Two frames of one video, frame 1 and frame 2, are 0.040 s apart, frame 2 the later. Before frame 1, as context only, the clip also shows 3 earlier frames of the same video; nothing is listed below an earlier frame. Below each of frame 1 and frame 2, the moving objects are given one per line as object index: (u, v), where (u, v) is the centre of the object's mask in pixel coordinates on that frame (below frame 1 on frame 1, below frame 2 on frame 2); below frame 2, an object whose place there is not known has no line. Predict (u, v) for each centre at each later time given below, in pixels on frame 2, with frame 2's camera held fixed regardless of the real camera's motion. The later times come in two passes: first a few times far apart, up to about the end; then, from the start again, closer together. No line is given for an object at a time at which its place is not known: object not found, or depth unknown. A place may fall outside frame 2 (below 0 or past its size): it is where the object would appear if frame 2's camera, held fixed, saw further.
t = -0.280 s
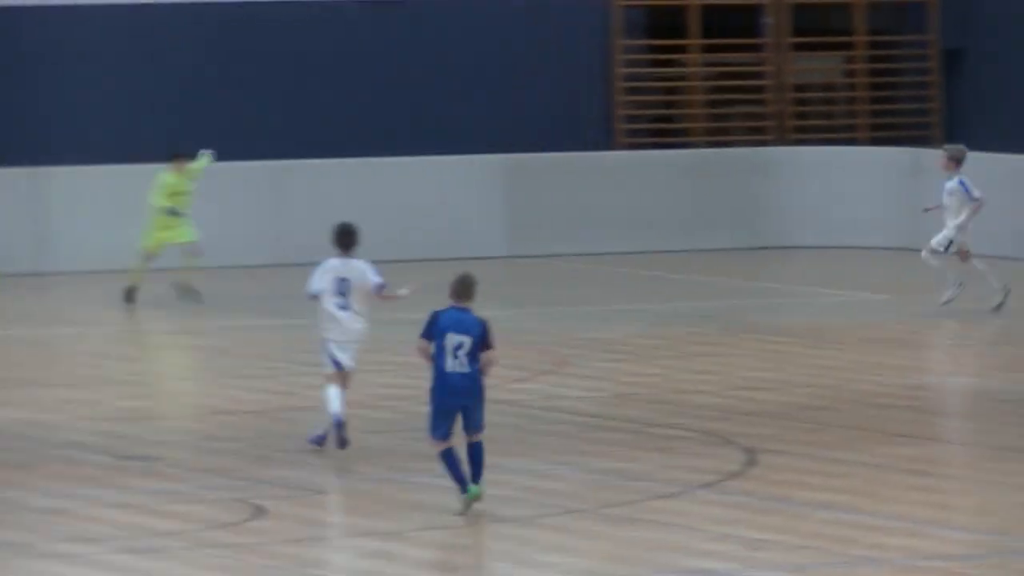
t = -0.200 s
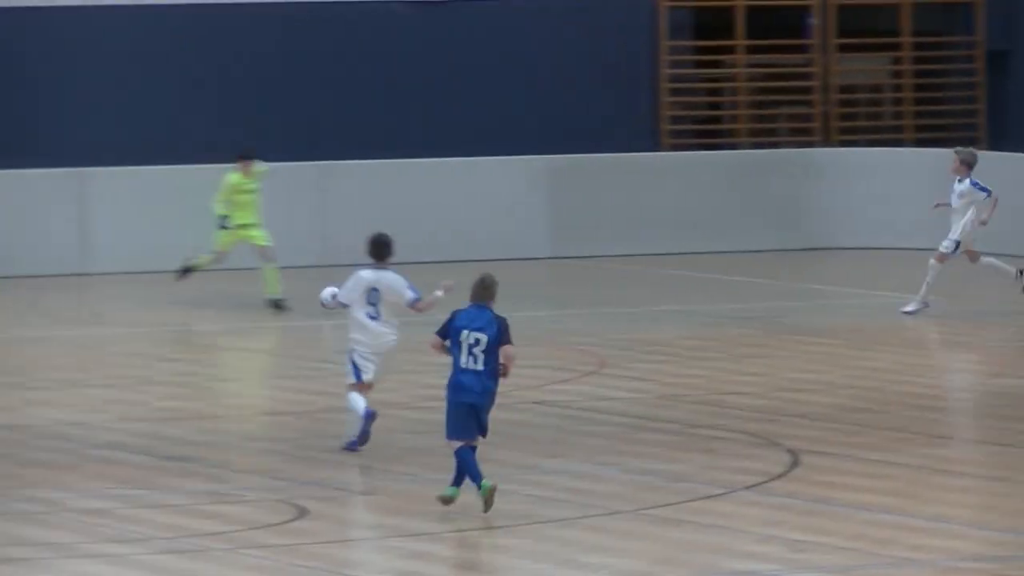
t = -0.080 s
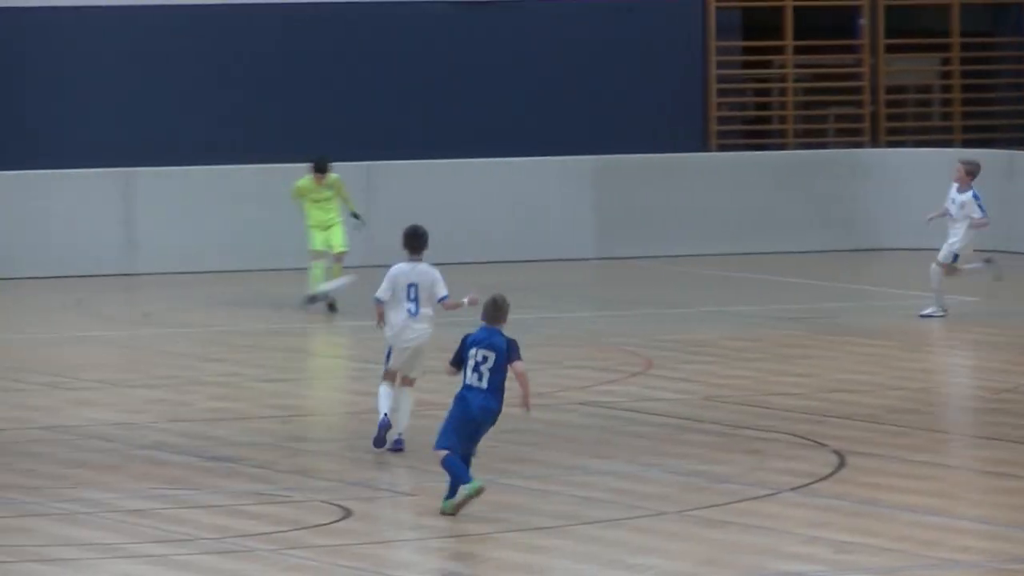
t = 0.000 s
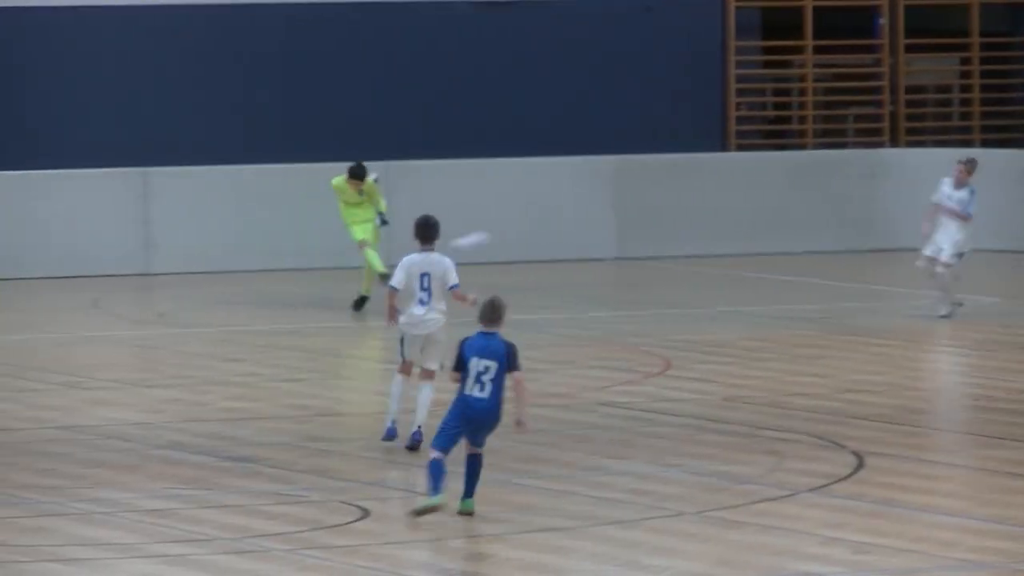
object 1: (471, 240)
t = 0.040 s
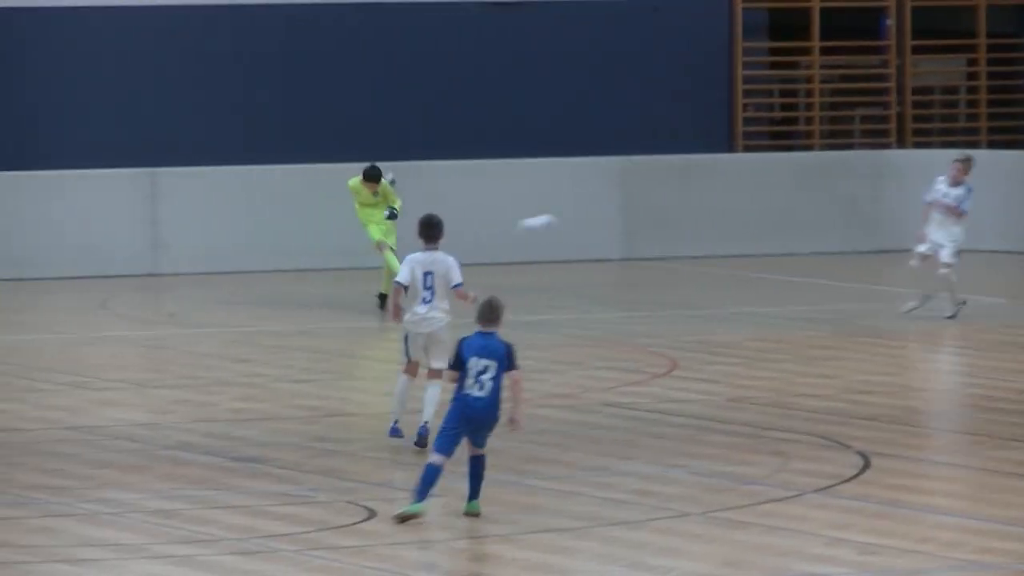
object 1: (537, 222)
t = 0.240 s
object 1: (846, 149)
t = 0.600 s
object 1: (1498, 101)
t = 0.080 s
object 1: (597, 206)
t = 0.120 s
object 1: (659, 189)
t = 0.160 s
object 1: (719, 175)
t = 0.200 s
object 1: (782, 161)
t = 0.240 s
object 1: (846, 149)
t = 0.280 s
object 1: (911, 141)
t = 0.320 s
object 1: (976, 134)
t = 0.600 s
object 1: (1498, 101)
